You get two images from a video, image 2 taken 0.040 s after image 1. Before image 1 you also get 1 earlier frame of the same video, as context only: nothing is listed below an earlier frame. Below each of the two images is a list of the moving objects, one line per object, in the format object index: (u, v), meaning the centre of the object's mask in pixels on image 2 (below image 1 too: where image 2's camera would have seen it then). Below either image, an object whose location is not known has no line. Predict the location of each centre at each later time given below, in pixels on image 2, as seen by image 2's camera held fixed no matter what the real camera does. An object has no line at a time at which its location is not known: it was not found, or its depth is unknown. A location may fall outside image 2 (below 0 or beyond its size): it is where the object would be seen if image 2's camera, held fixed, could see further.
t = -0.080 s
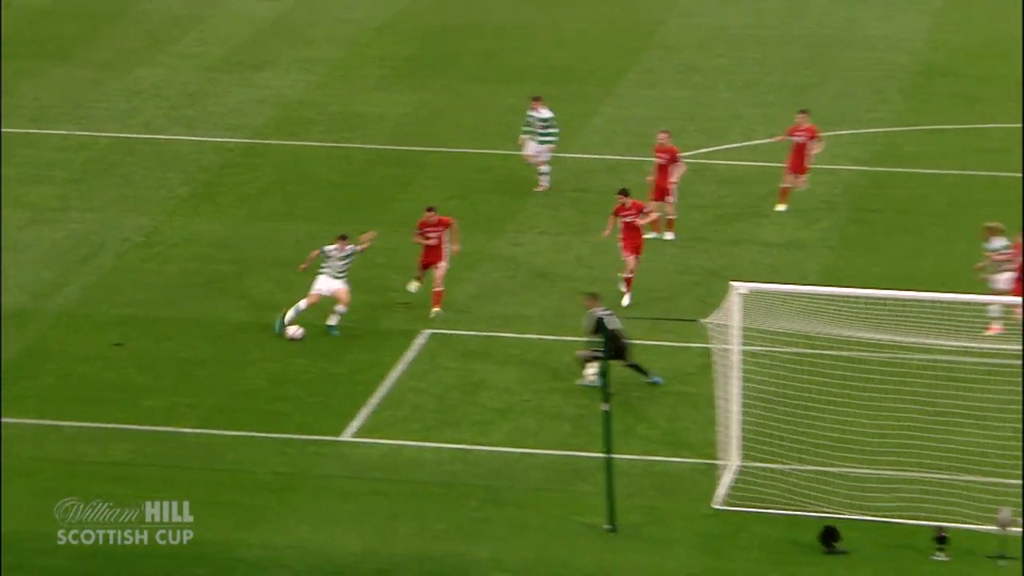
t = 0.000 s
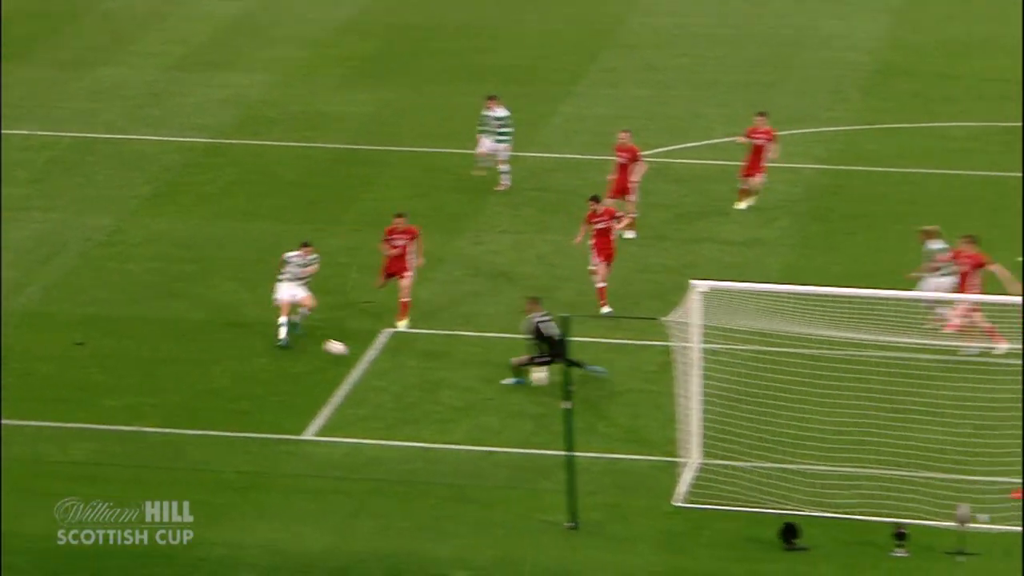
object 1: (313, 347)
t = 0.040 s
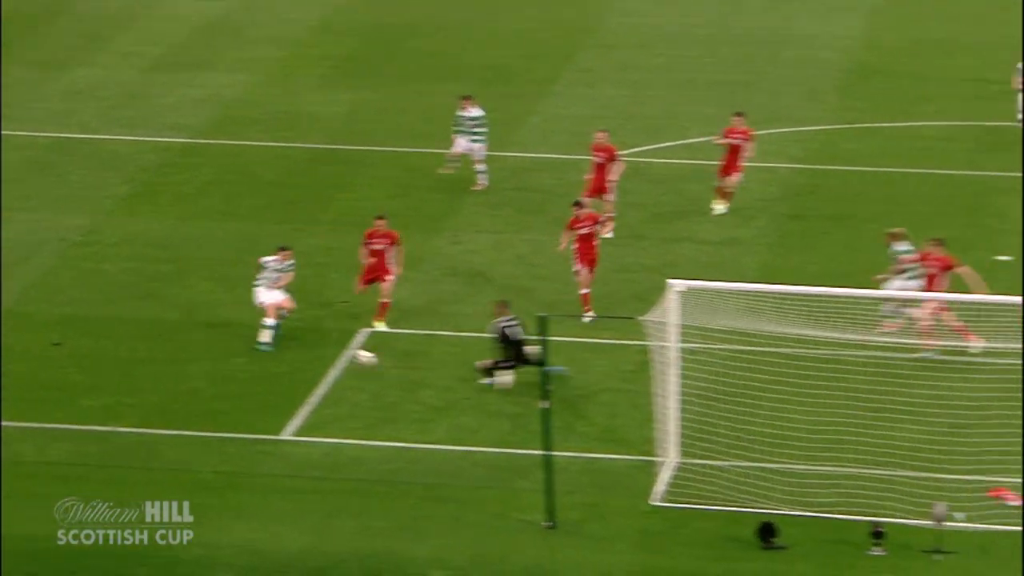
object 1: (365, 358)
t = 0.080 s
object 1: (417, 367)
